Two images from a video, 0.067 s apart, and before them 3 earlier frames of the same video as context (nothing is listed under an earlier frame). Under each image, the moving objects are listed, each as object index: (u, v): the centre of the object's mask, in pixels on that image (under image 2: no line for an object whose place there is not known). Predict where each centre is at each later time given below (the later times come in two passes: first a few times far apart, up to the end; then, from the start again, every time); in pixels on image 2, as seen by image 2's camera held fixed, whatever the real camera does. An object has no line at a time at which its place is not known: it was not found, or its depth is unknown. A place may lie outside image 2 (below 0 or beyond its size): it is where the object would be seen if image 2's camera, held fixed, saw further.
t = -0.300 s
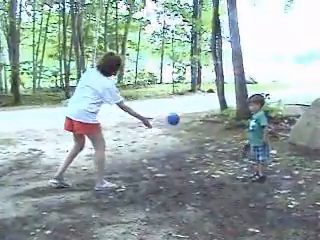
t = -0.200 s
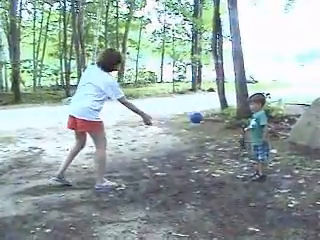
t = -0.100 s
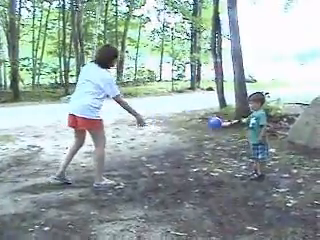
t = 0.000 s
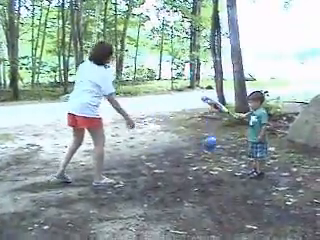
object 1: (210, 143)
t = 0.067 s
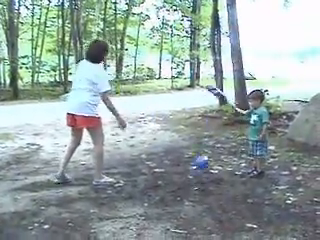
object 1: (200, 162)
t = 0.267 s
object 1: (180, 148)
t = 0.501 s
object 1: (147, 150)
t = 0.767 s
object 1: (105, 226)
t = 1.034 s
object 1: (44, 202)
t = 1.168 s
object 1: (10, 227)
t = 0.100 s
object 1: (199, 175)
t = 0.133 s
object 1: (196, 174)
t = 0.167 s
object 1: (192, 165)
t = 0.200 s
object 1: (188, 159)
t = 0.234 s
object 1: (184, 153)
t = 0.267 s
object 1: (180, 148)
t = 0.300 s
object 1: (175, 145)
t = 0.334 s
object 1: (170, 145)
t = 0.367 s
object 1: (167, 142)
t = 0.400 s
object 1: (162, 142)
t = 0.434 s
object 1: (157, 144)
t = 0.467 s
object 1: (152, 147)
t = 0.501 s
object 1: (147, 150)
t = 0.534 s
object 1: (143, 155)
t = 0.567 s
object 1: (138, 161)
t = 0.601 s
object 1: (132, 169)
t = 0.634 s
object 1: (126, 179)
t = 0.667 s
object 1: (122, 191)
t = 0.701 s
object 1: (117, 204)
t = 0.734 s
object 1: (112, 218)
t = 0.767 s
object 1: (105, 226)
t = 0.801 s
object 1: (97, 219)
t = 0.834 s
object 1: (90, 212)
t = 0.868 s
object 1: (83, 208)
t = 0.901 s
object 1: (76, 203)
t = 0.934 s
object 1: (68, 200)
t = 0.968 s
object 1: (60, 198)
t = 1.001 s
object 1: (52, 200)
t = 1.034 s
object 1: (44, 202)
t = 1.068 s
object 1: (36, 205)
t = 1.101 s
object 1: (27, 211)
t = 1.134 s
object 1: (19, 218)
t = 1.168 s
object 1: (10, 227)
